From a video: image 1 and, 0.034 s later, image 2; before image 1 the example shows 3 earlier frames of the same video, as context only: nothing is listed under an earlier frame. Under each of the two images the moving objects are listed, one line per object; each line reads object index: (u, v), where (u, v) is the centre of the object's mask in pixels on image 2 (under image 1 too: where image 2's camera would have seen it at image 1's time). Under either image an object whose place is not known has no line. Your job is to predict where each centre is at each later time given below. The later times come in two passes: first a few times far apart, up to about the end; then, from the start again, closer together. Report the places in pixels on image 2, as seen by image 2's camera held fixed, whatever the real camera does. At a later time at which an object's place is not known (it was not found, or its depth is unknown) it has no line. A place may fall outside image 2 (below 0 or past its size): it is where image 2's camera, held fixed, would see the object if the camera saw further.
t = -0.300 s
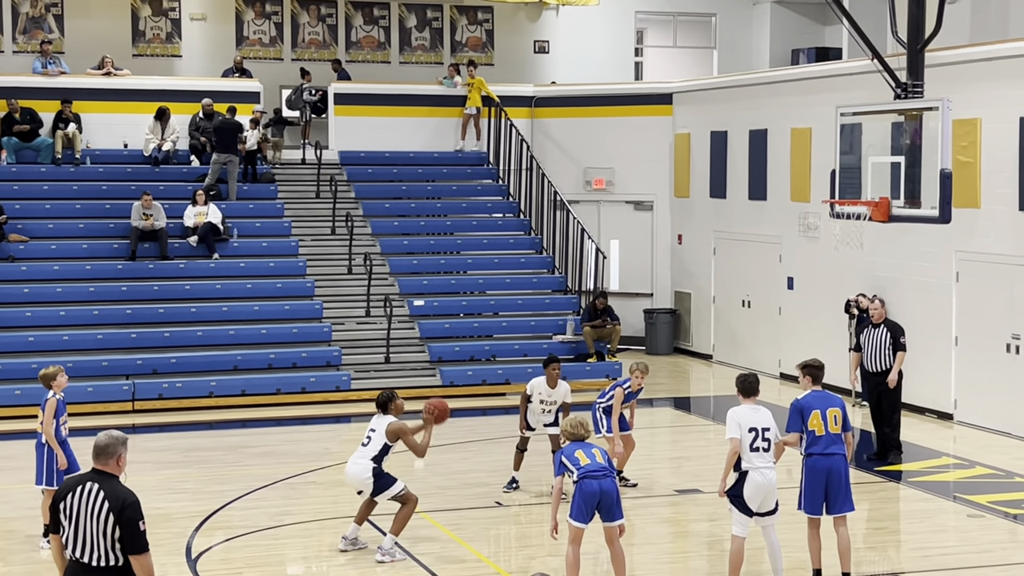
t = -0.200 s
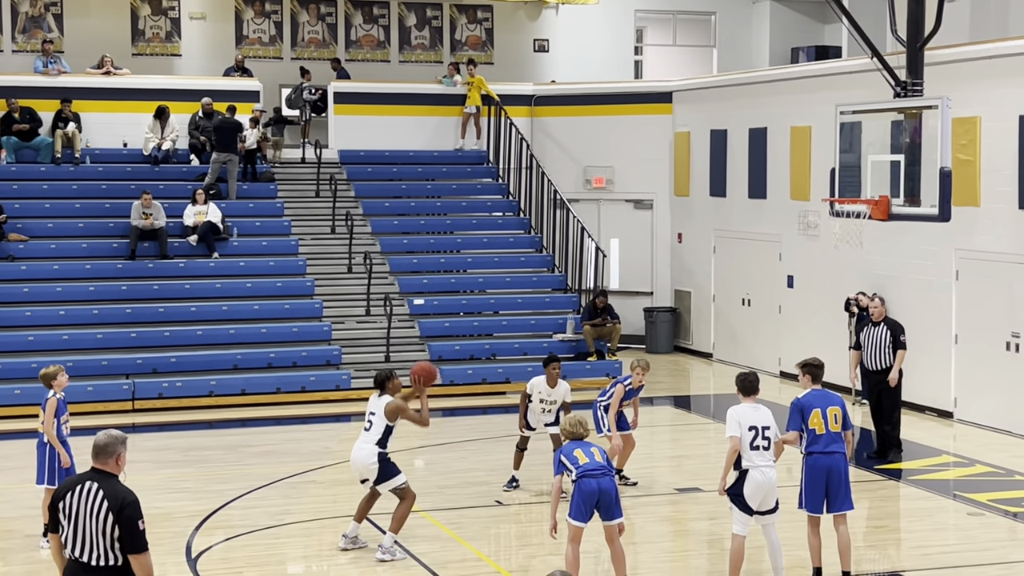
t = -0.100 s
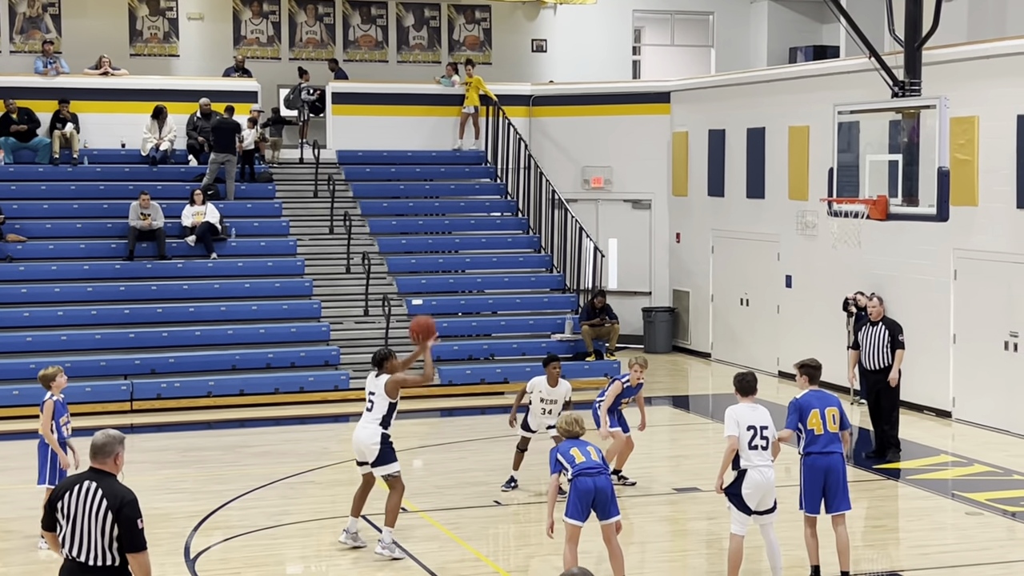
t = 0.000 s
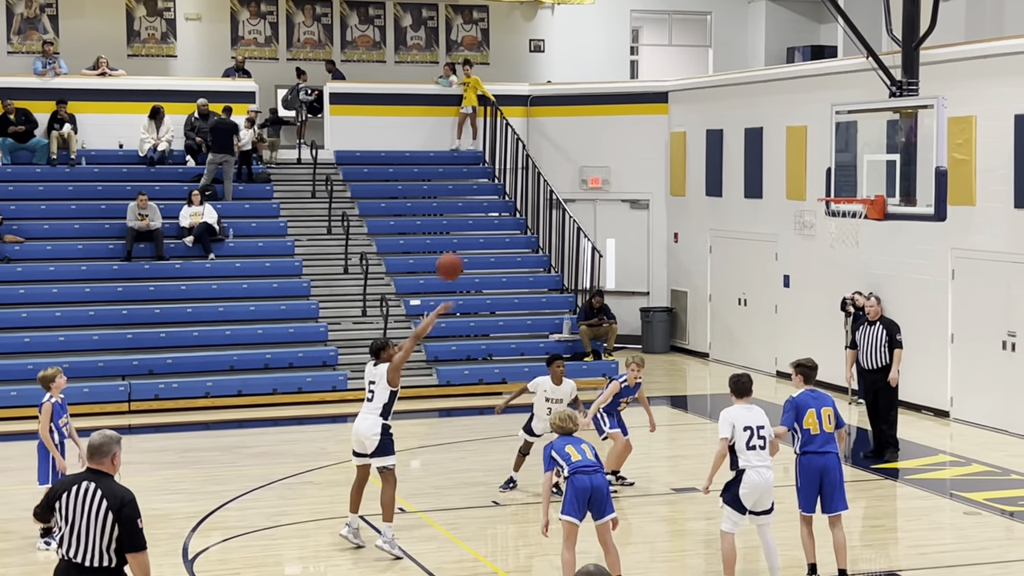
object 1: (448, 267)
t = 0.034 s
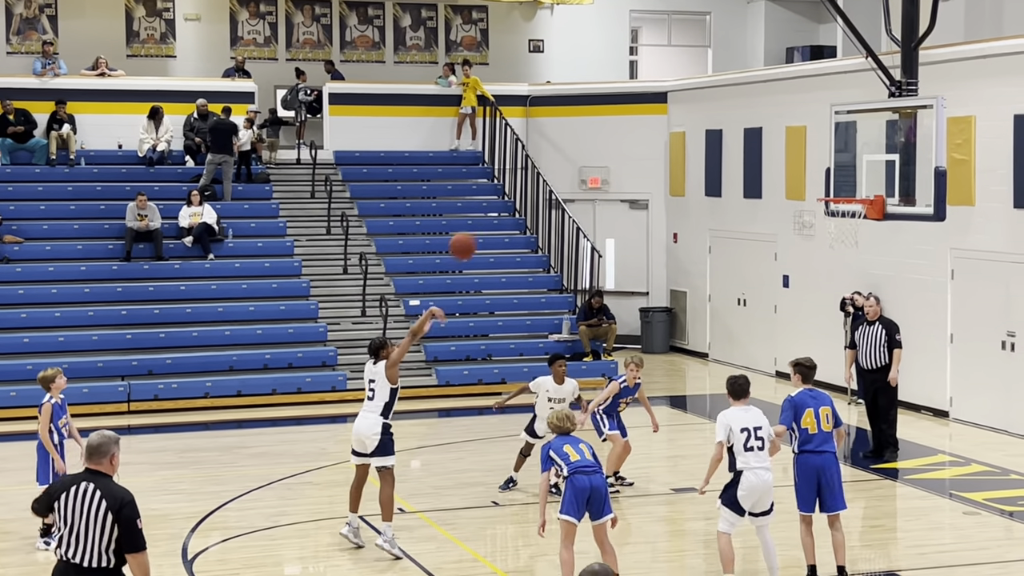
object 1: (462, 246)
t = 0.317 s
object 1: (579, 122)
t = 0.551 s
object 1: (671, 87)
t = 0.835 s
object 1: (779, 122)
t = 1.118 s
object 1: (845, 220)
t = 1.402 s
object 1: (818, 224)
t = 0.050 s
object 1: (469, 236)
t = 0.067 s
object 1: (476, 227)
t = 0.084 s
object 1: (483, 217)
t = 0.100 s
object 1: (490, 209)
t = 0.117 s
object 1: (497, 200)
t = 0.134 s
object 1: (504, 192)
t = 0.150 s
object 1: (510, 184)
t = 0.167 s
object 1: (518, 176)
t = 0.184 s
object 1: (525, 169)
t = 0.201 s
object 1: (532, 162)
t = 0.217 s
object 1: (539, 156)
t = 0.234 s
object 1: (545, 149)
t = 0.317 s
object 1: (579, 122)
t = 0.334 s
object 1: (586, 117)
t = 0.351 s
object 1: (593, 113)
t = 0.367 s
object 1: (599, 109)
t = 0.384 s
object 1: (605, 106)
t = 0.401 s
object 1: (612, 102)
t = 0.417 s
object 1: (619, 100)
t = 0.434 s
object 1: (625, 97)
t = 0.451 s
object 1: (632, 95)
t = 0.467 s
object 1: (639, 93)
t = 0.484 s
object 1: (645, 91)
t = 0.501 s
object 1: (652, 90)
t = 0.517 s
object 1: (658, 89)
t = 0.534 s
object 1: (664, 88)
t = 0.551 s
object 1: (671, 87)
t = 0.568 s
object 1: (677, 87)
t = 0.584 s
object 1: (685, 87)
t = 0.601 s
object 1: (691, 87)
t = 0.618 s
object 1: (697, 88)
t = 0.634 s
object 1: (704, 88)
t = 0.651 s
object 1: (710, 90)
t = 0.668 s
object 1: (716, 91)
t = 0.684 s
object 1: (723, 93)
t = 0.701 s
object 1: (729, 95)
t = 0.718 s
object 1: (736, 97)
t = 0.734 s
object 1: (742, 100)
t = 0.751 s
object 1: (748, 103)
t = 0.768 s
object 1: (754, 106)
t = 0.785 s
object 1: (760, 110)
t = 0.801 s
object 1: (766, 113)
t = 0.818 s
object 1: (772, 118)
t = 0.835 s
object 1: (779, 122)
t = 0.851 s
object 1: (785, 127)
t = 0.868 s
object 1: (791, 131)
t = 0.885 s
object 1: (797, 137)
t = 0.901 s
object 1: (803, 142)
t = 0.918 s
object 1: (811, 148)
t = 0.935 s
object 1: (816, 154)
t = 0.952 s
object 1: (822, 160)
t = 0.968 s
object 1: (828, 167)
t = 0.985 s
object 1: (834, 174)
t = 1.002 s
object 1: (840, 181)
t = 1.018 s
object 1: (846, 188)
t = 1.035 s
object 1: (852, 193)
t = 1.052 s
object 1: (854, 194)
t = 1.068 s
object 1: (851, 209)
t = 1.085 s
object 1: (850, 211)
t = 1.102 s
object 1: (848, 215)
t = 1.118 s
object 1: (845, 220)
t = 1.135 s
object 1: (843, 221)
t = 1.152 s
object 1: (839, 223)
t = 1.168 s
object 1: (836, 223)
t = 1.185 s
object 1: (833, 231)
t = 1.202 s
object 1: (829, 224)
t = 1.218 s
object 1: (828, 223)
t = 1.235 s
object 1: (826, 223)
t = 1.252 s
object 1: (826, 221)
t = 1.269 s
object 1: (825, 221)
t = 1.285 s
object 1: (826, 227)
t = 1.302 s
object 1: (821, 222)
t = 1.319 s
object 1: (820, 222)
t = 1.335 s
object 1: (821, 220)
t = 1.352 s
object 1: (819, 222)
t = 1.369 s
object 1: (819, 223)
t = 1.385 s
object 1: (818, 224)
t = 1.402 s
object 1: (818, 224)
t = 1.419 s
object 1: (817, 227)
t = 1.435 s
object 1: (817, 229)
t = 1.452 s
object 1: (817, 232)
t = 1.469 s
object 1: (816, 234)
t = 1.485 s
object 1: (814, 241)
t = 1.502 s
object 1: (814, 243)
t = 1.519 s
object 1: (814, 245)
